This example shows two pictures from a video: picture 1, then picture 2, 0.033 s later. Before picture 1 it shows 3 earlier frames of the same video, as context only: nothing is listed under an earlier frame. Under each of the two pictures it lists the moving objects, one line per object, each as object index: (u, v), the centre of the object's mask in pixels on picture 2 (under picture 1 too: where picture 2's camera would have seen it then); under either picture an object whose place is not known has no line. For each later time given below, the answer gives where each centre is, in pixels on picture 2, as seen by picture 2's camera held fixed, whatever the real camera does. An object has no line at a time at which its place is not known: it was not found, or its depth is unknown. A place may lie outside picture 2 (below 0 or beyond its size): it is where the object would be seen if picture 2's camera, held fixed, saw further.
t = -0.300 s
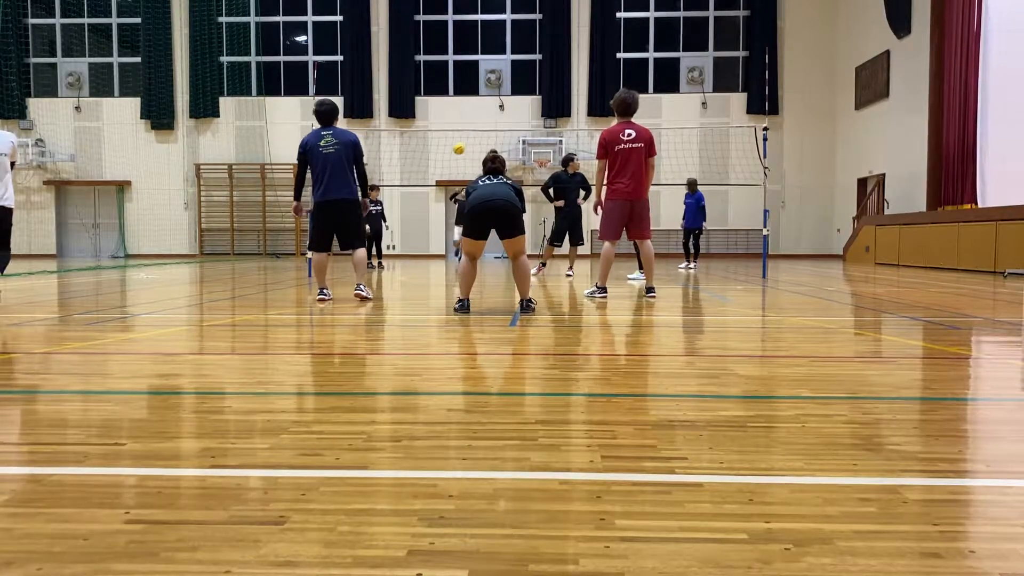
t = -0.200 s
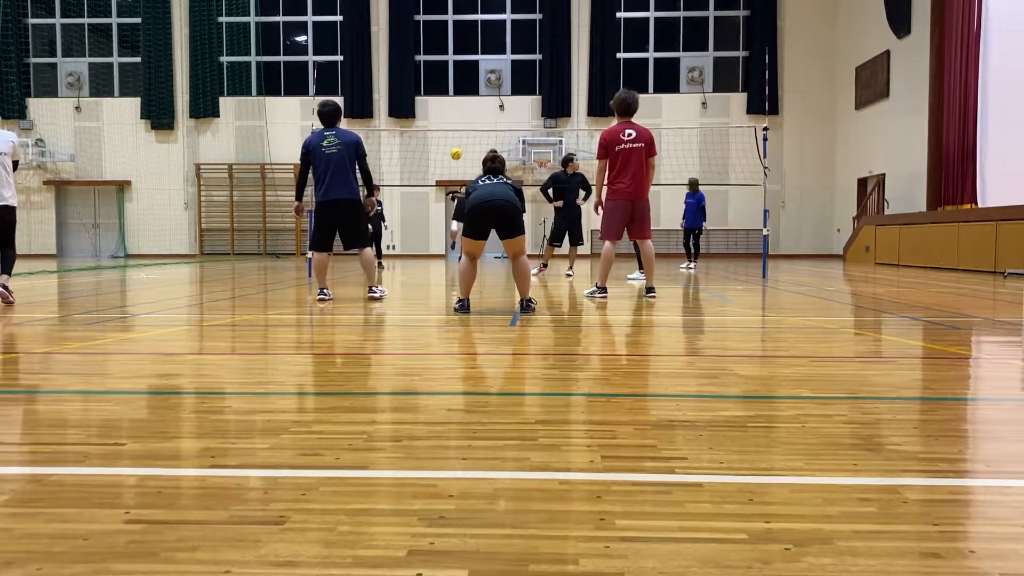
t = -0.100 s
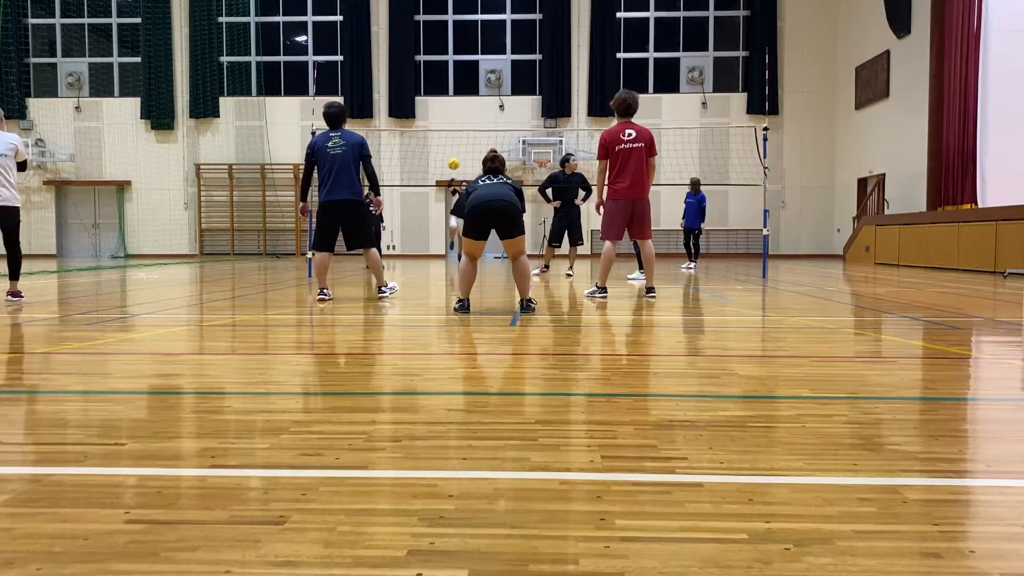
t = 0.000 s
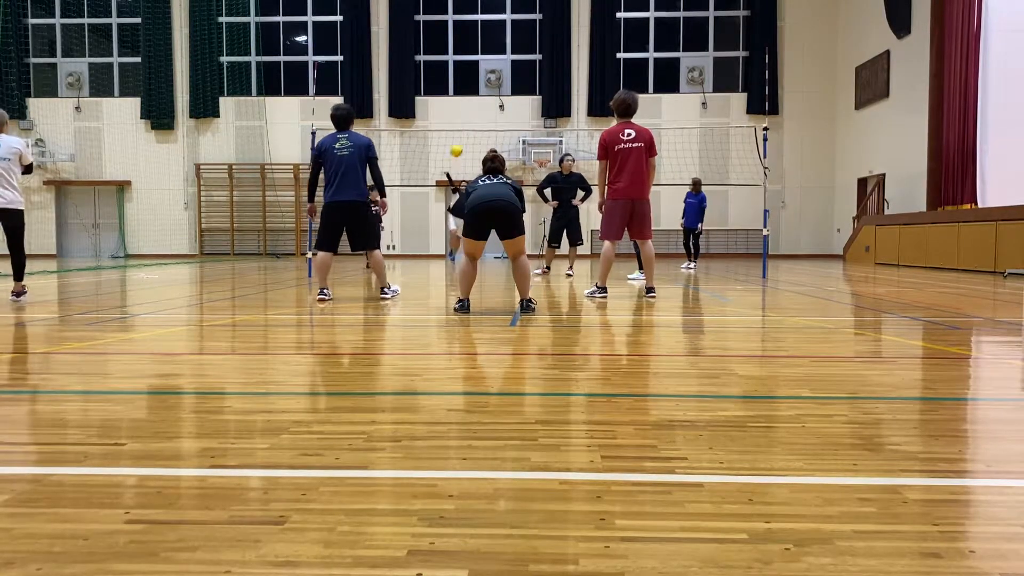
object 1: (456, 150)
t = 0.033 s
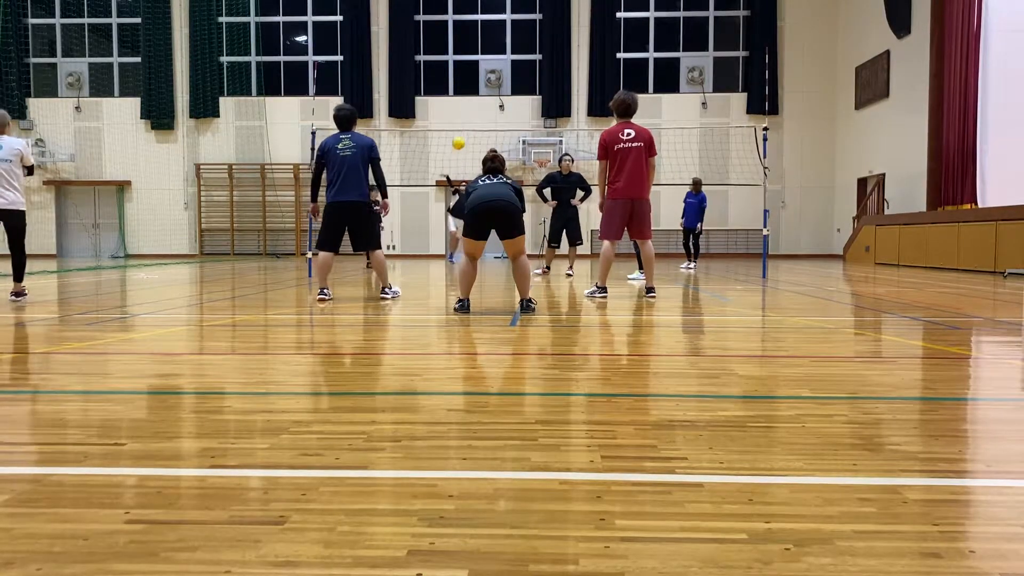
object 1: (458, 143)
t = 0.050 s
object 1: (459, 139)
